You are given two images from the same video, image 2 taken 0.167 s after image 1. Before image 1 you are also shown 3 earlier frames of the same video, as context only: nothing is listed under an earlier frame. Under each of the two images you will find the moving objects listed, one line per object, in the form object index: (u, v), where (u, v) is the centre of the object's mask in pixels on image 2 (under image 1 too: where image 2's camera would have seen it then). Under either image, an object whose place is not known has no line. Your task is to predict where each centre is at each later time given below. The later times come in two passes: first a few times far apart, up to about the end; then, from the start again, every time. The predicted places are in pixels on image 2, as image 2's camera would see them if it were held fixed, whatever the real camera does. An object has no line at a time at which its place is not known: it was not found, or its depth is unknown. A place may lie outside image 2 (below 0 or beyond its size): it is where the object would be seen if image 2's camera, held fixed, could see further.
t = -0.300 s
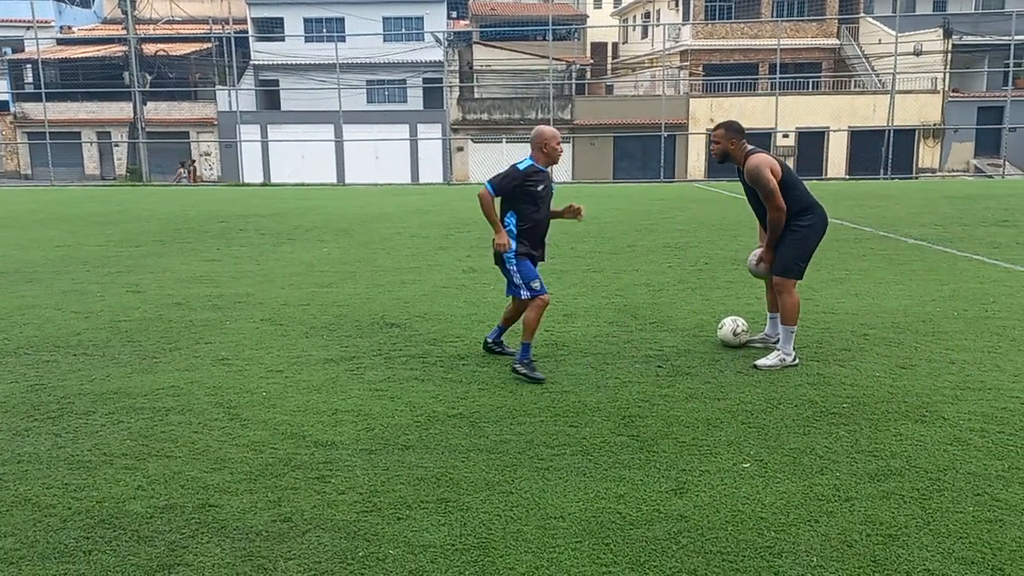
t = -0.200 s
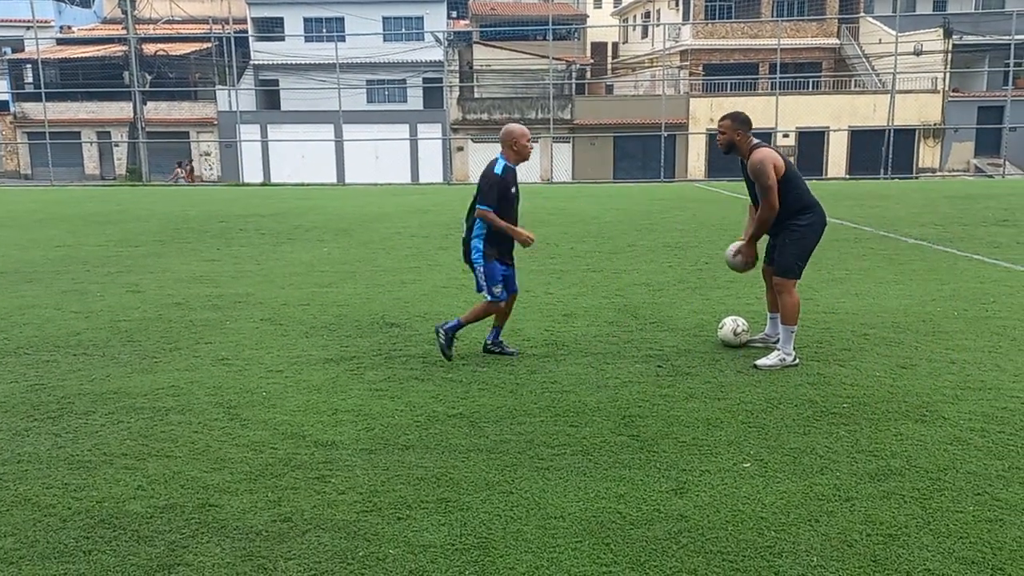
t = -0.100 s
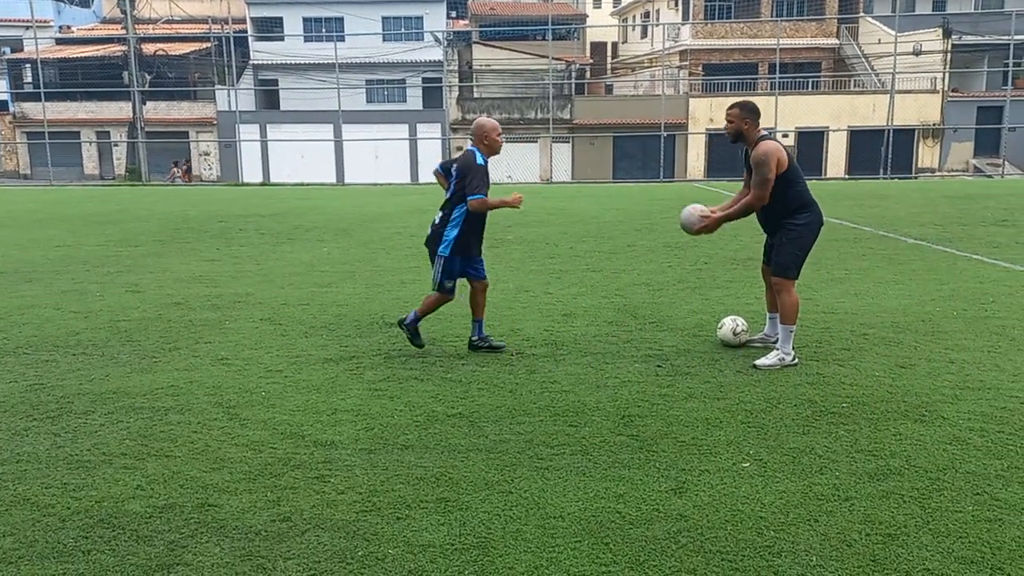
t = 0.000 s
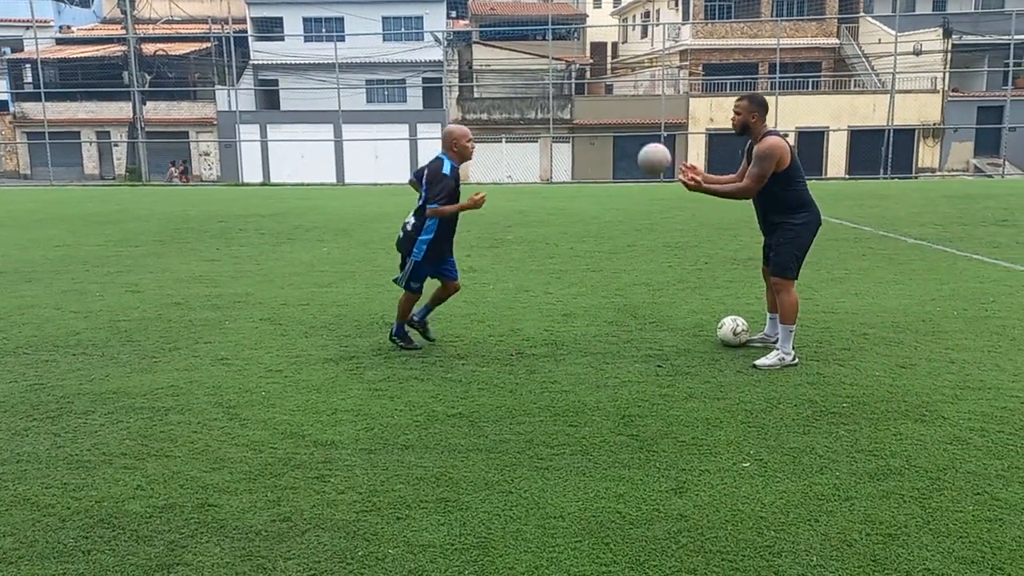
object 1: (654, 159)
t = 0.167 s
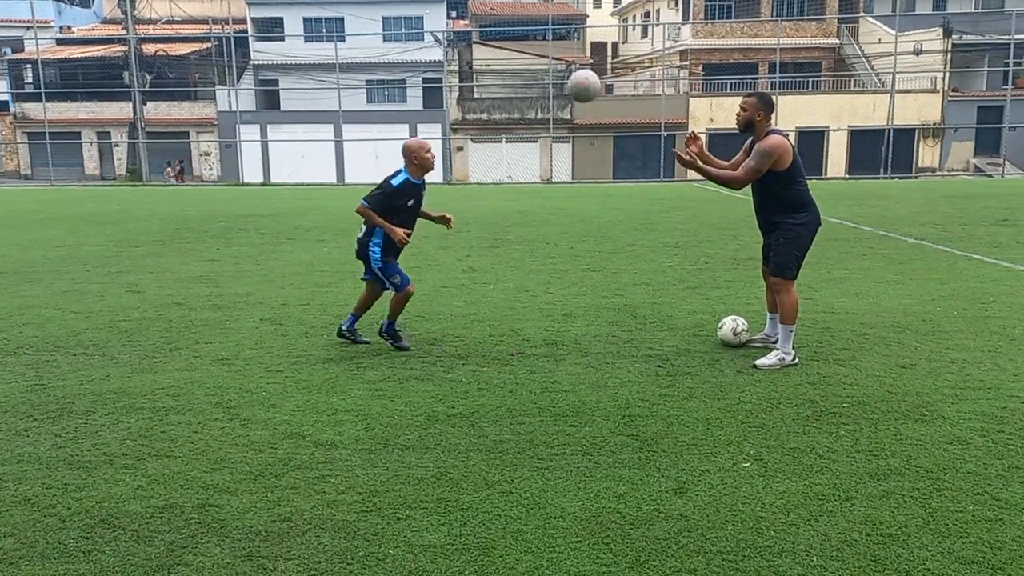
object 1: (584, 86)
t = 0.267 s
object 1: (541, 61)
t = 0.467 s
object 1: (456, 56)
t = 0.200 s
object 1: (569, 76)
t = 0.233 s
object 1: (556, 68)
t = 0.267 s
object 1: (541, 61)
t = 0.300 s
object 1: (527, 56)
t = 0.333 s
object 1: (512, 52)
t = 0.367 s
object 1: (498, 51)
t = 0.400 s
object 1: (483, 51)
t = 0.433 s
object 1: (469, 52)
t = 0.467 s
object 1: (456, 56)
